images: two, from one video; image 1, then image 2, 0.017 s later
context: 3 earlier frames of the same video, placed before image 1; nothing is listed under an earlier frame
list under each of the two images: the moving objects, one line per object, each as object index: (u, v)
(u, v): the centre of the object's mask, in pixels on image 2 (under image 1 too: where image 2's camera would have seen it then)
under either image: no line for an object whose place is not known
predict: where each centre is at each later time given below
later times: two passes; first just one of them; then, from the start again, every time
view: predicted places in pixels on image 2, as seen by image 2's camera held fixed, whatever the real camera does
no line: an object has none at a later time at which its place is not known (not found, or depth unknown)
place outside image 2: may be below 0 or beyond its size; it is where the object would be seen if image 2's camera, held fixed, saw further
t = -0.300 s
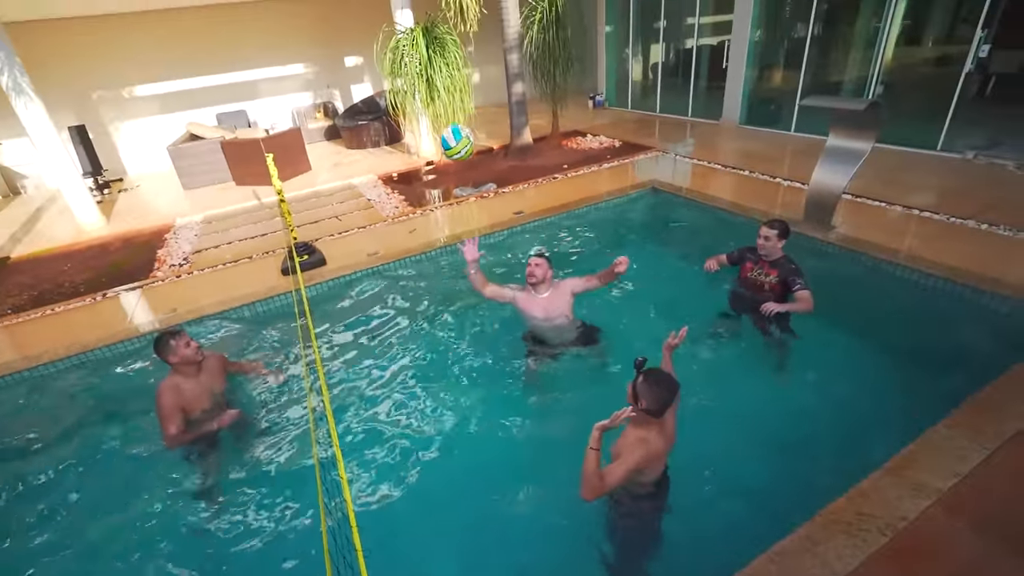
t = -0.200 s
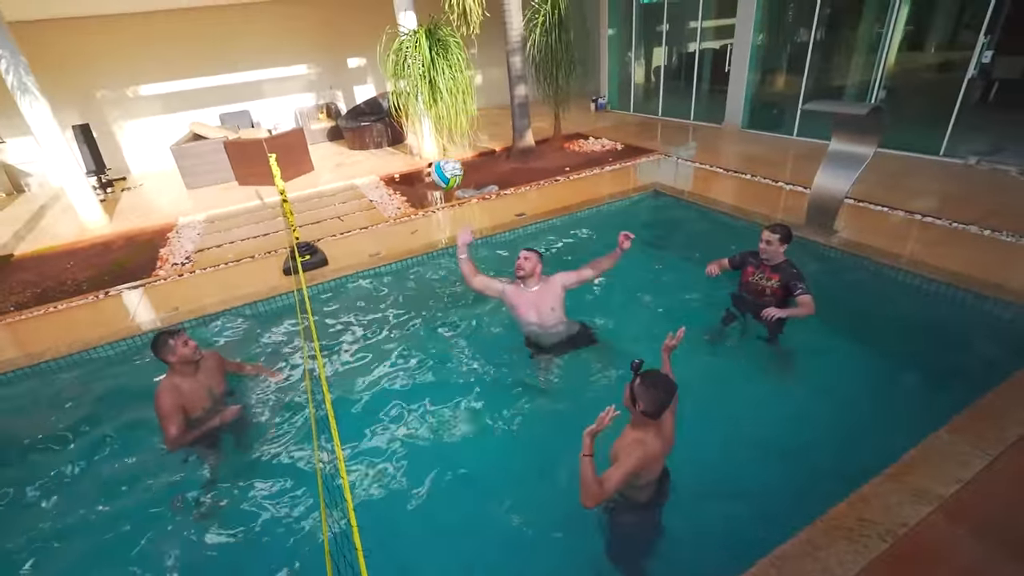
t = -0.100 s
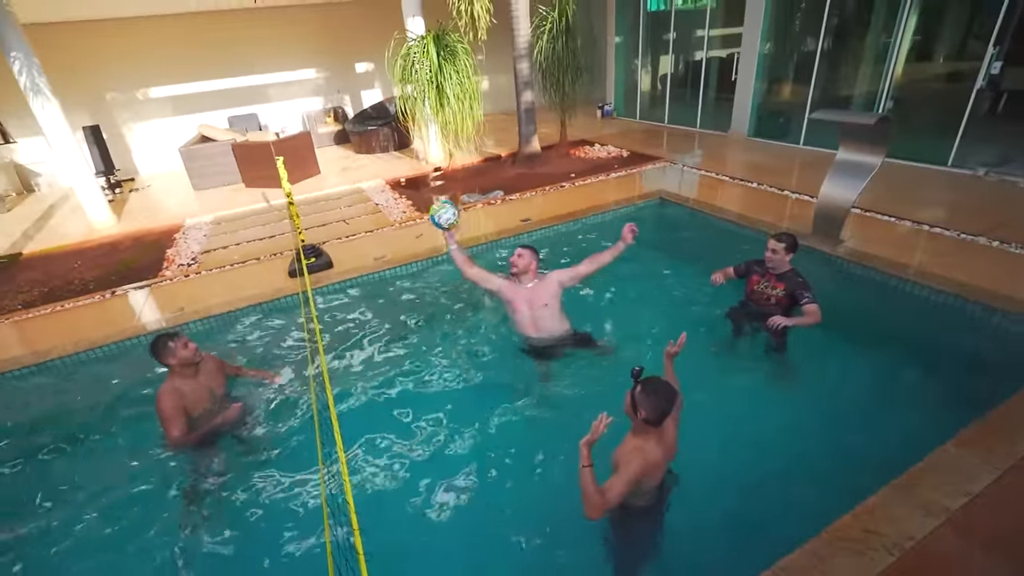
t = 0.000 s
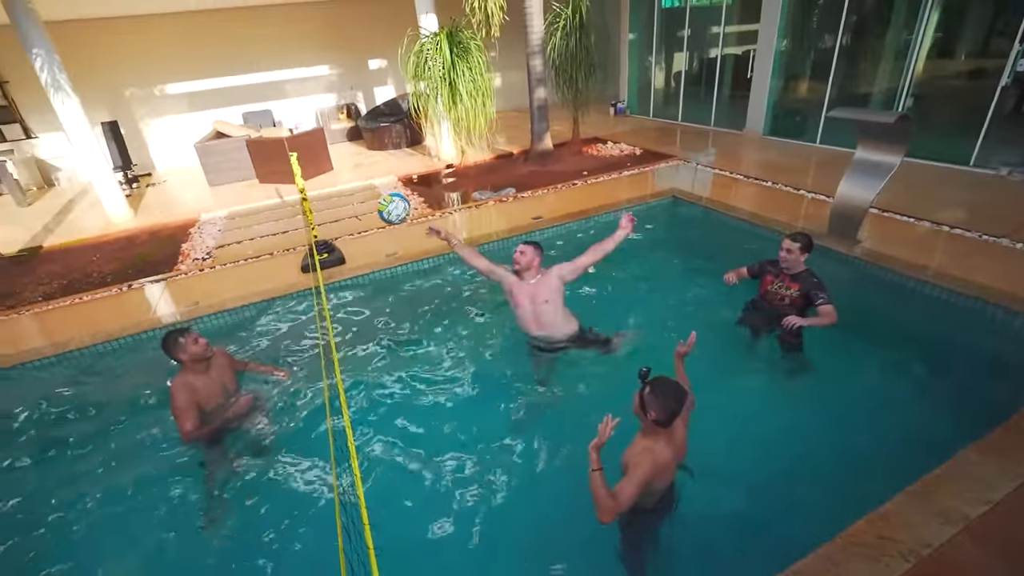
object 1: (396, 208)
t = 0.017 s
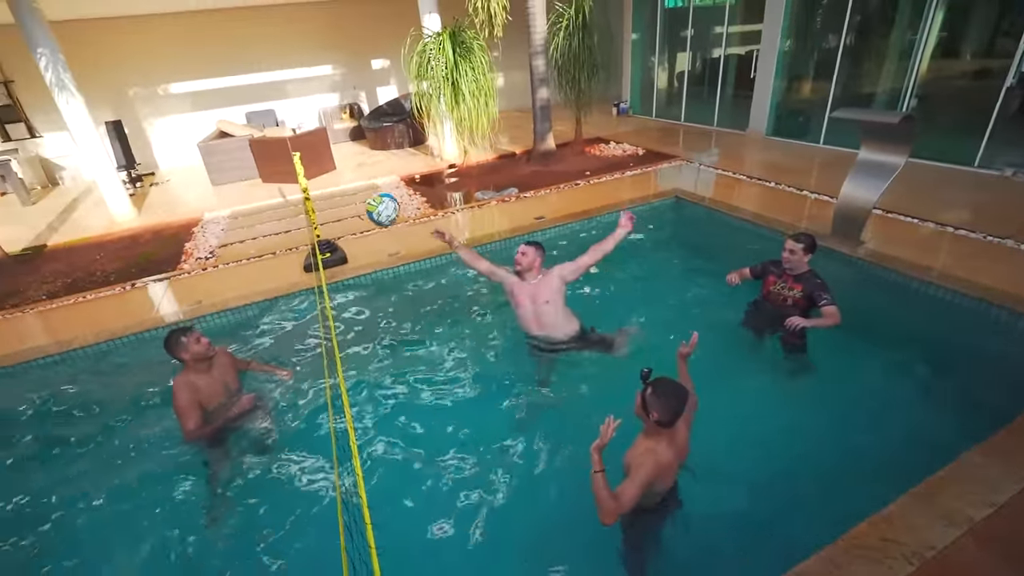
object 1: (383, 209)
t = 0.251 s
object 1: (145, 300)
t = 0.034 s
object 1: (370, 211)
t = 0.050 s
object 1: (355, 213)
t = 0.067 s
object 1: (341, 216)
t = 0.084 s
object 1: (325, 219)
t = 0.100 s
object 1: (309, 223)
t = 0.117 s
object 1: (293, 229)
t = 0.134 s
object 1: (276, 235)
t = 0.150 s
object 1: (258, 241)
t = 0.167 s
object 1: (241, 249)
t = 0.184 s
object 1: (222, 258)
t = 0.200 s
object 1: (203, 267)
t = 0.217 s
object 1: (184, 277)
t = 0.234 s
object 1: (164, 288)
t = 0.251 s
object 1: (145, 300)
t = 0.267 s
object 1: (124, 313)
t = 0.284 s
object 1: (105, 328)
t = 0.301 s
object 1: (83, 344)
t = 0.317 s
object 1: (62, 360)
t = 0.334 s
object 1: (40, 377)
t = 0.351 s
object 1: (18, 395)
